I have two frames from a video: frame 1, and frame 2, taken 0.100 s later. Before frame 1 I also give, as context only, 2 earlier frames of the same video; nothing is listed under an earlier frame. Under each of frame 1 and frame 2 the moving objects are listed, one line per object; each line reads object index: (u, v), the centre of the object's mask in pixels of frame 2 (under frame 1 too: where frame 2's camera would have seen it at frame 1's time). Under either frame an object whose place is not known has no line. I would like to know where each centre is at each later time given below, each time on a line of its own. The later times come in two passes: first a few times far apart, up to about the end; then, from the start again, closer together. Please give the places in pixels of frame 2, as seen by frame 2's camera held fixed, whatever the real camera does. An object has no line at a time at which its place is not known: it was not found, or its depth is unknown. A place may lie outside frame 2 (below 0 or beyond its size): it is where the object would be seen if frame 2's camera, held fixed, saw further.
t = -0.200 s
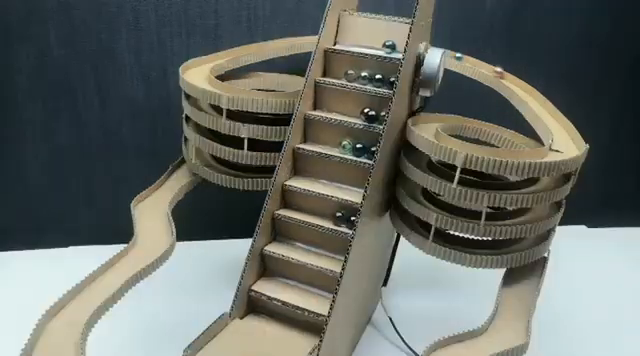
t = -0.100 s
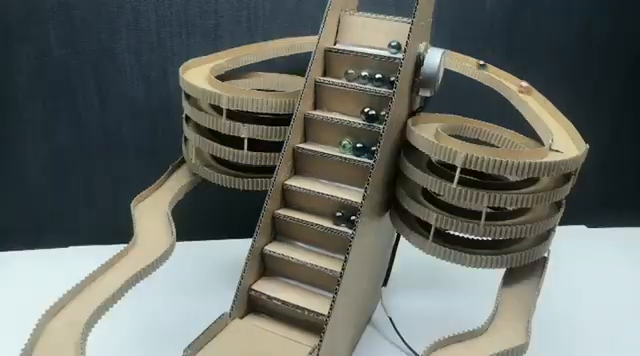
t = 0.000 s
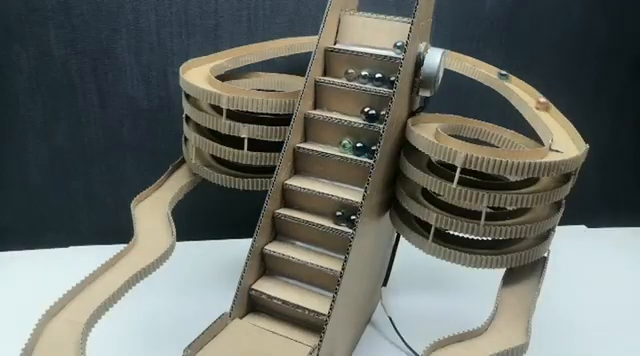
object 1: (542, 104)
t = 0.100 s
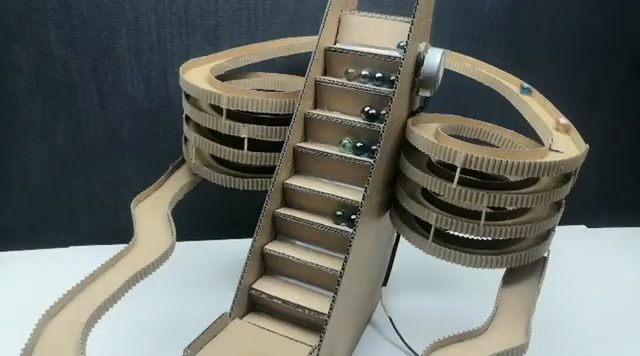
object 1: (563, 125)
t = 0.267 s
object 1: (555, 153)
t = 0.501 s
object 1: (453, 145)
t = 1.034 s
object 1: (518, 138)
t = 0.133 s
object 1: (568, 133)
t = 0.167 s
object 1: (573, 141)
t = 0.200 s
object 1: (574, 146)
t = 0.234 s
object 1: (564, 150)
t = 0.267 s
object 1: (555, 153)
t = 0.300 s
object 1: (547, 156)
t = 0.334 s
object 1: (535, 158)
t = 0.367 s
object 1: (518, 157)
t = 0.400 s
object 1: (500, 156)
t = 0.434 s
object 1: (482, 152)
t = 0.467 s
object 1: (466, 149)
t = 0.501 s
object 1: (453, 145)
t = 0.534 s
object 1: (441, 140)
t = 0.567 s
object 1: (430, 135)
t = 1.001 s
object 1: (505, 131)
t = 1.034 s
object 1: (518, 138)
